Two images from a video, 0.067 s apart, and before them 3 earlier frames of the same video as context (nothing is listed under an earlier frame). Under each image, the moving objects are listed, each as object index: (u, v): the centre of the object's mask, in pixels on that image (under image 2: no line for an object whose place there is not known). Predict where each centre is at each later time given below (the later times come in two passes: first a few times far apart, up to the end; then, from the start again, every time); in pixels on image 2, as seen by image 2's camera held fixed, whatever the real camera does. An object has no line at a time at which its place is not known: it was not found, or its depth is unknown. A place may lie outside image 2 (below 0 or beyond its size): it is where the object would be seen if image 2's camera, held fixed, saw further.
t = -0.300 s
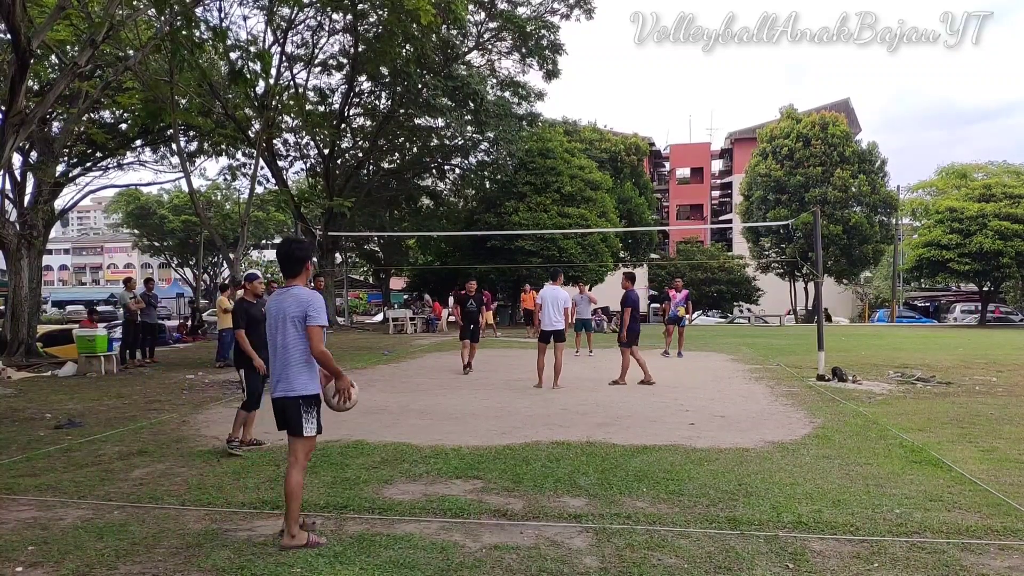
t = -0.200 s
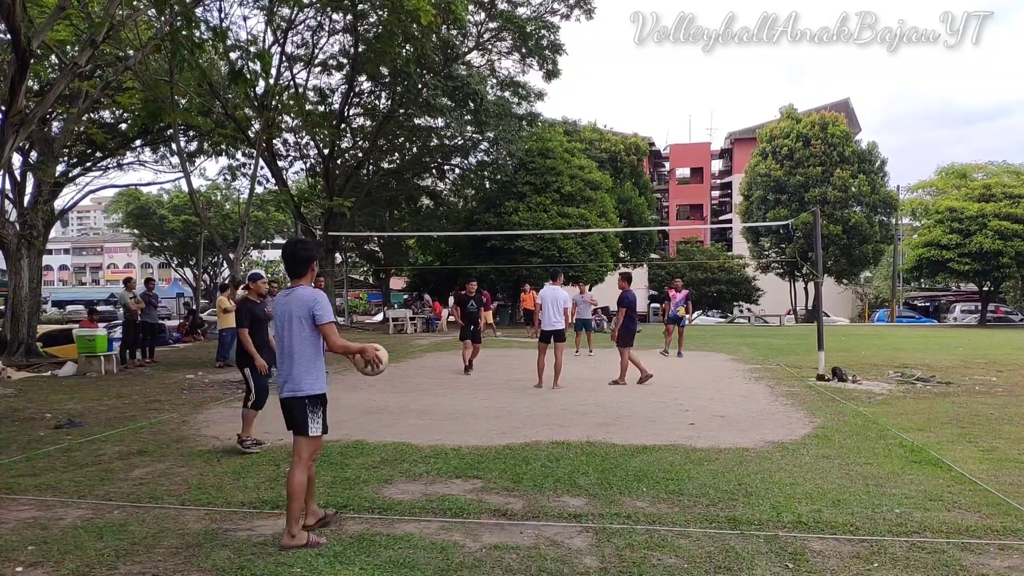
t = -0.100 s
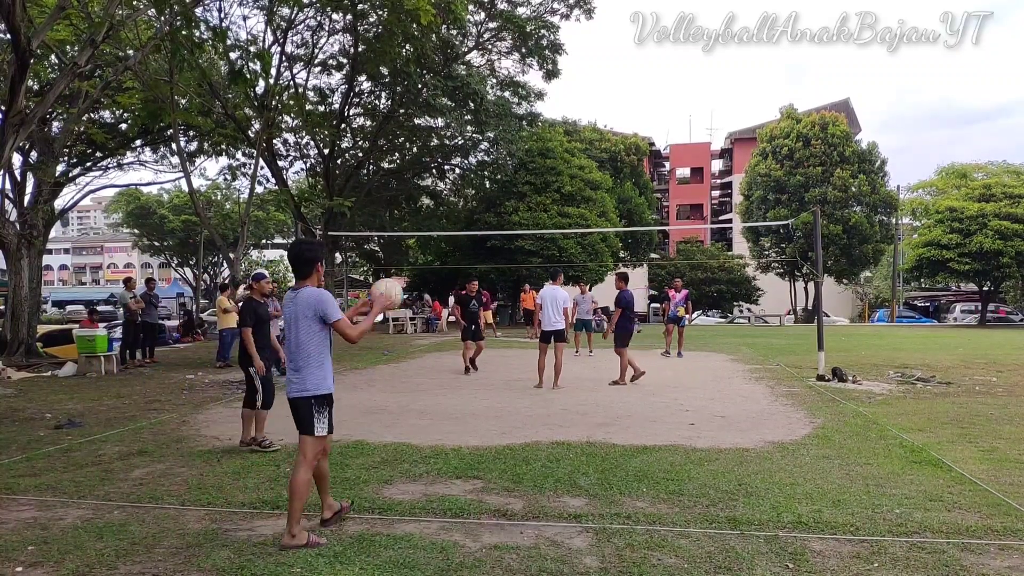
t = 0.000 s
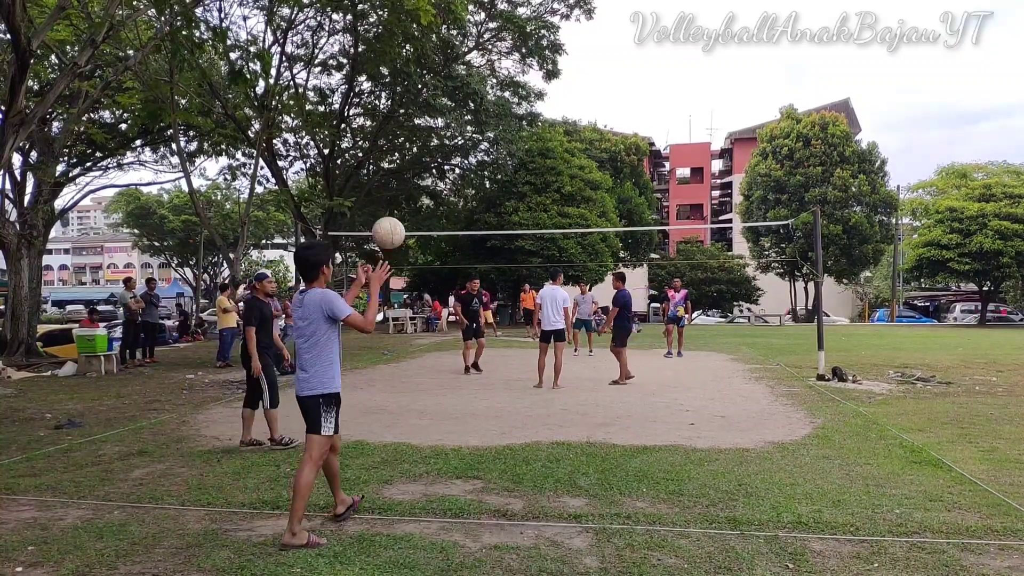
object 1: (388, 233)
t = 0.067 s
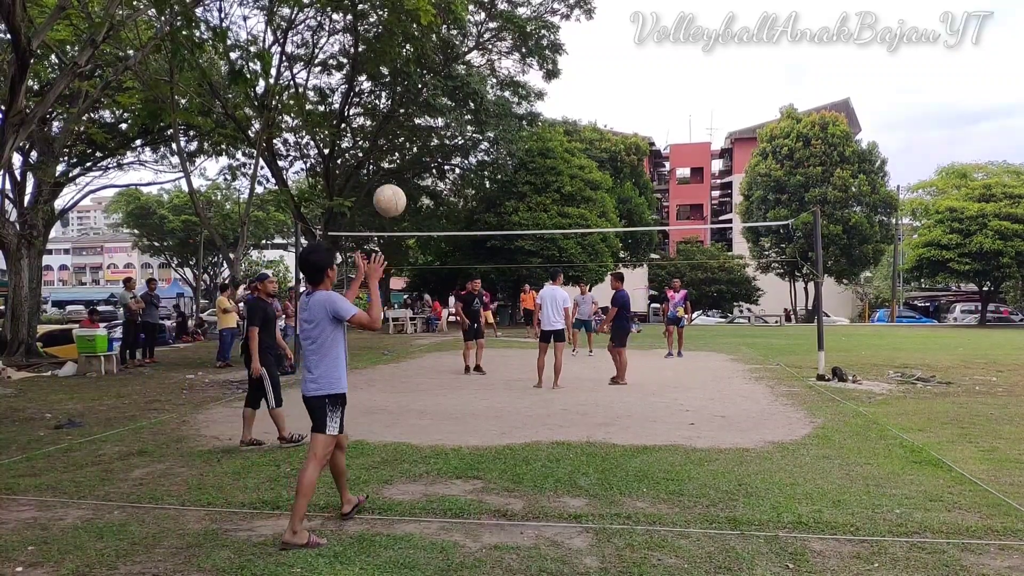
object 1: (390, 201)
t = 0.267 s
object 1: (393, 144)
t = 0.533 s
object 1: (398, 160)
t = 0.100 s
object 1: (390, 187)
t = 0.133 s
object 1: (391, 174)
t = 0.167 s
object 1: (391, 164)
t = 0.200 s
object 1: (392, 156)
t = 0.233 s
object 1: (392, 148)
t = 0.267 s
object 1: (393, 144)
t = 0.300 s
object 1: (393, 139)
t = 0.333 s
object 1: (394, 137)
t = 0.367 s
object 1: (394, 137)
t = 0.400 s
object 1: (395, 139)
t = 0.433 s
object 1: (396, 142)
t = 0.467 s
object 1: (396, 146)
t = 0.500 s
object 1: (397, 152)
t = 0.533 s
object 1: (398, 160)
